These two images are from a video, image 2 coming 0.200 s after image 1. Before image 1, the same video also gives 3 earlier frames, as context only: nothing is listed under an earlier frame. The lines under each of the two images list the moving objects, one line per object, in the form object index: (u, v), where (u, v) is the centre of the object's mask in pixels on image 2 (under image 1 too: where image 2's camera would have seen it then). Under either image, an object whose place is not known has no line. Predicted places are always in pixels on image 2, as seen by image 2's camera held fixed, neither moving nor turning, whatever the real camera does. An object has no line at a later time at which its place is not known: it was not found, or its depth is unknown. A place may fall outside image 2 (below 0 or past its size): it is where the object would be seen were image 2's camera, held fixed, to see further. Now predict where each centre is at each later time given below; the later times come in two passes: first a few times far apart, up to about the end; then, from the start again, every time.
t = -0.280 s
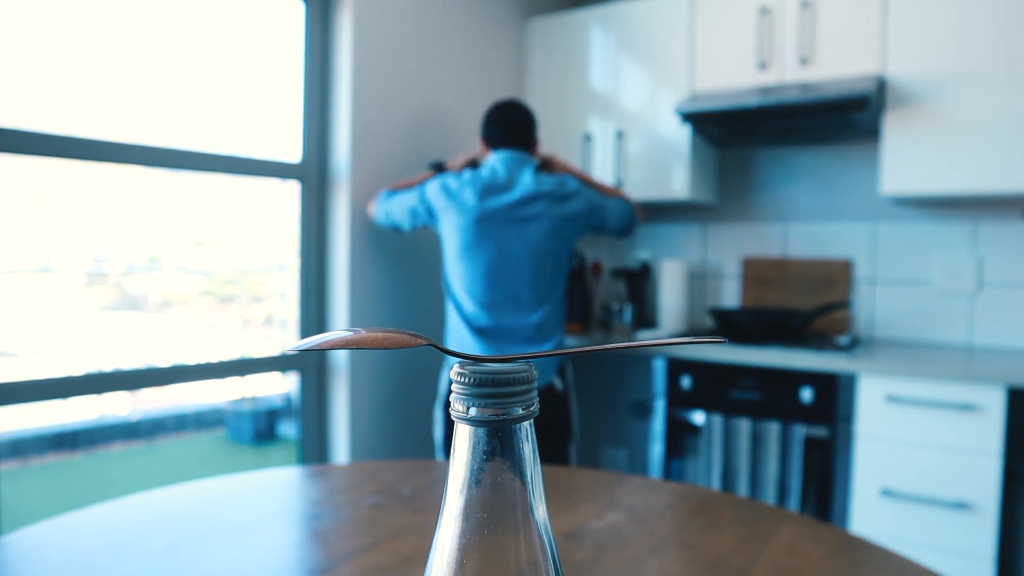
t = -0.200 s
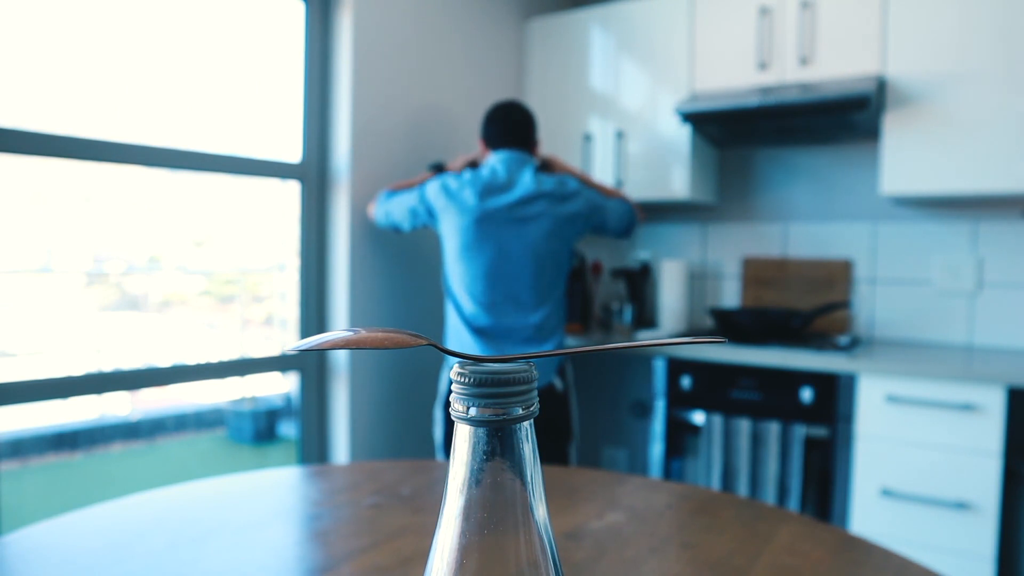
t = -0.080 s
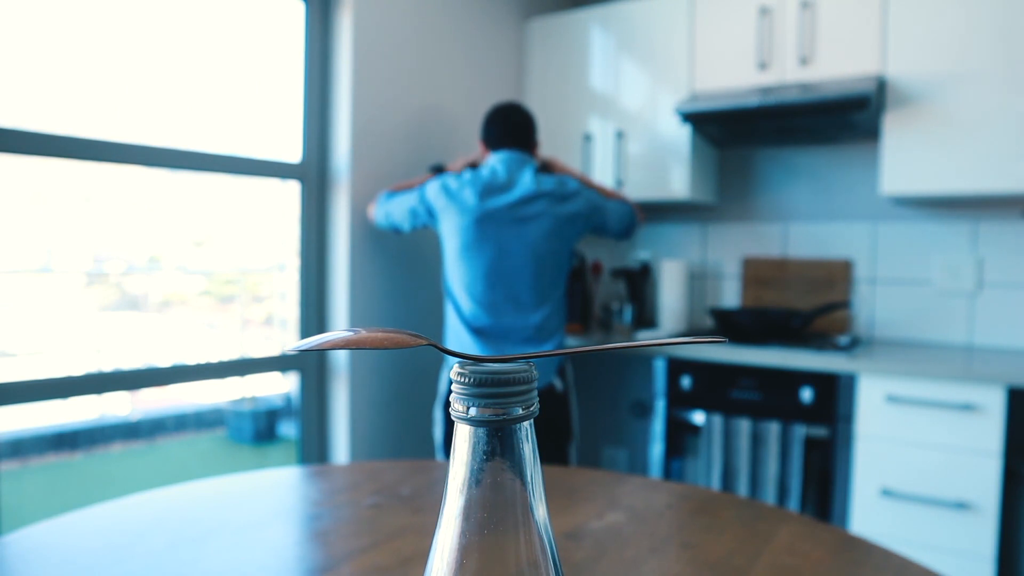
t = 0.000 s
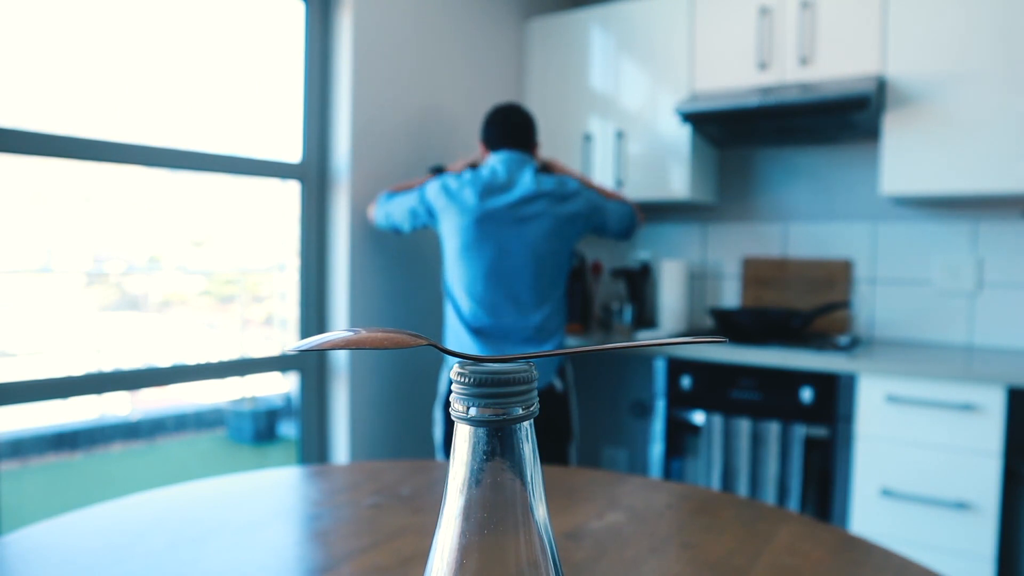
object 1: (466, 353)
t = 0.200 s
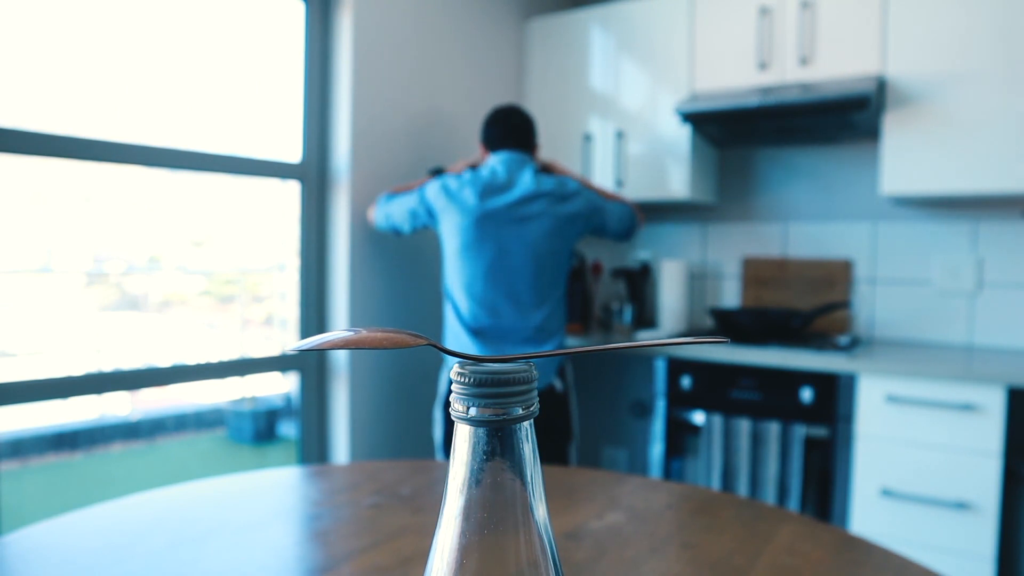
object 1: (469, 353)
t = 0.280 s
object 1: (469, 353)
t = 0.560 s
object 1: (469, 353)
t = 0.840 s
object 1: (481, 354)
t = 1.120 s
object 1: (497, 355)
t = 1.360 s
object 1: (506, 356)
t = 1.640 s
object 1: (521, 358)
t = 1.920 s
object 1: (509, 358)
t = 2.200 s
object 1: (492, 354)
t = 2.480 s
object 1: (470, 359)
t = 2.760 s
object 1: (460, 358)
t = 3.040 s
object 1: (461, 357)
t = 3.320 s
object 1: (503, 354)
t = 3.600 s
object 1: (524, 351)
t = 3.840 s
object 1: (531, 350)
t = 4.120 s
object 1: (542, 347)
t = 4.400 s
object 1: (548, 349)
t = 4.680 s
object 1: (548, 351)
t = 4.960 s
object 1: (544, 352)
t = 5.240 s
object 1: (540, 354)
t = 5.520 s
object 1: (536, 355)
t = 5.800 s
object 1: (533, 356)
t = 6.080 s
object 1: (531, 357)
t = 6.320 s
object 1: (531, 357)
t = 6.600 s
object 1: (531, 357)
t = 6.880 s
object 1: (531, 357)
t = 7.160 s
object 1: (530, 357)
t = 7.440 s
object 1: (531, 357)
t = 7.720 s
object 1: (531, 357)
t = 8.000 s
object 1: (531, 357)
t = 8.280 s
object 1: (531, 357)
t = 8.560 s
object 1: (534, 357)
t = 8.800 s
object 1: (539, 356)
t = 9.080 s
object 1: (545, 350)
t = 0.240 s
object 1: (469, 353)
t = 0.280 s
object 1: (469, 353)
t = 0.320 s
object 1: (469, 353)
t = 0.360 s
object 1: (469, 353)
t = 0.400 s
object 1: (469, 353)
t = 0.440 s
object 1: (469, 353)
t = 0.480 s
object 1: (469, 353)
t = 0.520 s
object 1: (471, 354)
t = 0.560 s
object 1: (469, 353)
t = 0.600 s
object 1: (474, 354)
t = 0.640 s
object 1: (471, 354)
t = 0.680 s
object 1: (476, 354)
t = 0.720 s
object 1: (477, 354)
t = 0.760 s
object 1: (478, 354)
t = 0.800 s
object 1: (479, 354)
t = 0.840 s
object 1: (481, 354)
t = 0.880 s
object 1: (482, 354)
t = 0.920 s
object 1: (484, 354)
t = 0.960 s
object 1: (487, 355)
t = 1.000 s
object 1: (486, 355)
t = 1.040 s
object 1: (492, 355)
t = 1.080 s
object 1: (494, 355)
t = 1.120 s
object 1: (497, 355)
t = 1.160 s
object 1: (499, 355)
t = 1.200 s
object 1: (502, 355)
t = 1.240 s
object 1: (504, 355)
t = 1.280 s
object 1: (503, 356)
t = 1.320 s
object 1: (506, 356)
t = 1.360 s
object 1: (506, 356)
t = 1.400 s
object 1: (510, 356)
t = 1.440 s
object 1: (514, 356)
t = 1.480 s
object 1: (515, 357)
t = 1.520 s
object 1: (514, 357)
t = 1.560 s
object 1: (516, 357)
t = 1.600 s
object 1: (516, 357)
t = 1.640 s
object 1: (521, 358)
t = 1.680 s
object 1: (522, 358)
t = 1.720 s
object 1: (520, 358)
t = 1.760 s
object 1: (522, 359)
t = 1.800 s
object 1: (518, 359)
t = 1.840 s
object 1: (515, 359)
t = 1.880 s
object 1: (512, 359)
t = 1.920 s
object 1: (509, 358)
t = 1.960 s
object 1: (507, 358)
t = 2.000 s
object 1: (506, 358)
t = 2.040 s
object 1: (503, 357)
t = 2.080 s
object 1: (501, 357)
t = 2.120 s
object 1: (499, 355)
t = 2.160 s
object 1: (496, 355)
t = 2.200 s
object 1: (492, 354)
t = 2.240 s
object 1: (491, 350)
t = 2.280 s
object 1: (486, 353)
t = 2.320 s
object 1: (485, 356)
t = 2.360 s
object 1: (481, 360)
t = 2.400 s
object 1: (477, 359)
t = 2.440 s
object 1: (473, 359)
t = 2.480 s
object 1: (470, 359)
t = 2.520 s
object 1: (469, 359)
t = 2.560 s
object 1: (465, 360)
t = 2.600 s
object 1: (462, 360)
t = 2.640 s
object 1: (460, 360)
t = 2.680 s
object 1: (461, 359)
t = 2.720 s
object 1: (461, 358)
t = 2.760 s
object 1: (460, 358)
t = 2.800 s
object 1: (461, 358)
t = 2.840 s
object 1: (458, 358)
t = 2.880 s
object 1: (459, 358)
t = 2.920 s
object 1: (457, 358)
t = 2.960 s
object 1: (458, 357)
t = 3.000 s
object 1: (462, 357)
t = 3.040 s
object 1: (461, 357)
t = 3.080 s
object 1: (468, 357)
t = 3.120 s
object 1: (473, 357)
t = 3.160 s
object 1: (480, 356)
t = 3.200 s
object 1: (495, 355)
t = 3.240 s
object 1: (500, 354)
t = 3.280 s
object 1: (504, 354)
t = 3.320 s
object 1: (503, 354)
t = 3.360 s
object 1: (512, 353)
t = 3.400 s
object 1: (505, 354)
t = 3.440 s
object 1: (512, 353)
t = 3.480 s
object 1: (517, 352)
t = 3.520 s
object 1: (519, 352)
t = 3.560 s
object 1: (521, 352)
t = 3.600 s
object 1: (524, 351)
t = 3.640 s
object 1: (527, 350)
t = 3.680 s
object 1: (523, 351)
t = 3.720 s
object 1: (532, 349)
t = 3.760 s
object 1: (528, 351)
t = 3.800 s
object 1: (529, 350)
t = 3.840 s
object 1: (531, 350)
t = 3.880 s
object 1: (536, 349)
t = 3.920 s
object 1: (533, 349)
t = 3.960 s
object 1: (535, 349)
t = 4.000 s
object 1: (537, 348)
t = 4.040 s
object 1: (538, 348)
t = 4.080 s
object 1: (539, 347)
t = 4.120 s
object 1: (542, 347)
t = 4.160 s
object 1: (539, 347)
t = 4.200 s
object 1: (540, 347)
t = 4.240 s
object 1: (544, 347)
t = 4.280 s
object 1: (542, 348)
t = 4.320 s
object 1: (546, 348)
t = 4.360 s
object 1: (545, 348)
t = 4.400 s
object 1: (548, 349)
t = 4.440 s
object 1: (547, 349)
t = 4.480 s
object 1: (550, 349)
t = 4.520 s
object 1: (547, 350)
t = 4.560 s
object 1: (548, 350)
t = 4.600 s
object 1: (547, 350)
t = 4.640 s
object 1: (548, 350)
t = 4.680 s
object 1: (548, 351)
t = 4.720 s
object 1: (548, 351)
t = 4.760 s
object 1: (547, 351)
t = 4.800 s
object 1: (547, 351)
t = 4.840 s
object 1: (545, 351)
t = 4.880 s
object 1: (546, 352)
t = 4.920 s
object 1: (545, 352)
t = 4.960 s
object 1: (544, 352)
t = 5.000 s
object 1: (544, 352)
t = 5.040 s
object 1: (544, 353)
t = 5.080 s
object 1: (544, 353)
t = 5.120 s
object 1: (544, 353)
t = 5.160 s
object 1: (542, 353)
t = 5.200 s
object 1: (541, 353)
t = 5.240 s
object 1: (540, 354)
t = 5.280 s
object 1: (540, 354)
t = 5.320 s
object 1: (539, 354)
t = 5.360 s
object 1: (539, 354)
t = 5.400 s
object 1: (538, 355)
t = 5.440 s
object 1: (538, 355)
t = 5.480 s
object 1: (537, 355)
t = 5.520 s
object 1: (536, 355)
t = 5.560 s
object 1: (536, 355)
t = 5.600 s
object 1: (535, 356)
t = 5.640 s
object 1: (535, 356)
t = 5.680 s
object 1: (534, 356)
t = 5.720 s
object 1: (534, 356)
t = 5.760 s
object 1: (533, 356)
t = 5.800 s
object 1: (533, 356)
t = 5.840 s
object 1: (532, 356)
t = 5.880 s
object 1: (532, 356)
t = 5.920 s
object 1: (531, 357)
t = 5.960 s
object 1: (531, 357)
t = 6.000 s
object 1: (531, 357)
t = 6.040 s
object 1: (531, 356)
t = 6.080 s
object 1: (531, 357)
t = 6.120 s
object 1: (530, 357)
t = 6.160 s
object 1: (530, 357)
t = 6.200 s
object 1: (530, 357)
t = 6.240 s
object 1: (530, 357)
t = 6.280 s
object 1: (531, 357)
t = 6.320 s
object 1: (531, 357)
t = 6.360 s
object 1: (530, 357)
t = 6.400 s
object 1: (530, 357)
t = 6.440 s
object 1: (531, 357)
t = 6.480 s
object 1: (531, 357)
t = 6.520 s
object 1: (530, 357)
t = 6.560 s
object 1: (531, 357)
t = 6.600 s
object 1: (531, 357)
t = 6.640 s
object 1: (530, 357)
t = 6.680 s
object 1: (530, 357)
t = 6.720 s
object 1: (531, 357)
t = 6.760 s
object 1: (531, 357)
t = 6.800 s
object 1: (531, 357)
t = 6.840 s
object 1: (530, 357)
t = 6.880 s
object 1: (531, 357)
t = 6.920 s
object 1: (531, 357)
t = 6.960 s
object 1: (531, 357)
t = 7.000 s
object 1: (530, 357)
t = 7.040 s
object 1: (531, 357)
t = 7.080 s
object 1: (531, 357)
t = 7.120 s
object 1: (531, 357)
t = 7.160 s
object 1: (530, 357)
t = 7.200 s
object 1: (531, 357)
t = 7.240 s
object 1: (531, 357)
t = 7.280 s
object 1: (531, 357)
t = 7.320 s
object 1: (531, 357)
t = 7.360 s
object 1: (531, 357)
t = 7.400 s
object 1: (531, 357)
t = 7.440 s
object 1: (531, 357)
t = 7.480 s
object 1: (531, 357)
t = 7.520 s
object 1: (531, 357)
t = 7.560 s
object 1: (531, 357)
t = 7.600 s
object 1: (531, 357)
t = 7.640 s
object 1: (531, 357)
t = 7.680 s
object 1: (531, 357)
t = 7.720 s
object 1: (531, 357)
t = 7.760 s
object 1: (531, 357)
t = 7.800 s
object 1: (531, 357)
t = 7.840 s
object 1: (531, 357)
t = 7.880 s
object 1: (531, 357)
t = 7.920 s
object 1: (531, 357)
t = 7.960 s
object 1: (531, 357)
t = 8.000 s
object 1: (531, 357)
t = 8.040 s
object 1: (531, 357)
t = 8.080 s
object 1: (531, 357)
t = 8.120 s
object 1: (531, 357)
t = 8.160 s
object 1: (531, 357)
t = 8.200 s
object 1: (531, 357)
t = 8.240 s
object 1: (531, 357)
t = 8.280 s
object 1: (531, 357)
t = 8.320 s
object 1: (531, 357)
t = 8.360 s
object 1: (532, 357)
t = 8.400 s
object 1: (532, 357)
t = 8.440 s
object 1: (533, 357)
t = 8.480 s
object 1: (533, 357)
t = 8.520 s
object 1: (533, 357)
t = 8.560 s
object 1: (534, 357)
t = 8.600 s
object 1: (535, 357)
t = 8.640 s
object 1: (535, 356)
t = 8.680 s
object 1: (536, 357)
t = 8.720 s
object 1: (537, 357)
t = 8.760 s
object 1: (538, 357)
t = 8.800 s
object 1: (539, 356)
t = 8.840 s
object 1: (540, 356)
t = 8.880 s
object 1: (541, 355)
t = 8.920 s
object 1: (544, 354)
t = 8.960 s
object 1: (543, 352)
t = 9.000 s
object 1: (545, 351)
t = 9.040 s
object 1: (546, 350)
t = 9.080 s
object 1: (545, 350)
